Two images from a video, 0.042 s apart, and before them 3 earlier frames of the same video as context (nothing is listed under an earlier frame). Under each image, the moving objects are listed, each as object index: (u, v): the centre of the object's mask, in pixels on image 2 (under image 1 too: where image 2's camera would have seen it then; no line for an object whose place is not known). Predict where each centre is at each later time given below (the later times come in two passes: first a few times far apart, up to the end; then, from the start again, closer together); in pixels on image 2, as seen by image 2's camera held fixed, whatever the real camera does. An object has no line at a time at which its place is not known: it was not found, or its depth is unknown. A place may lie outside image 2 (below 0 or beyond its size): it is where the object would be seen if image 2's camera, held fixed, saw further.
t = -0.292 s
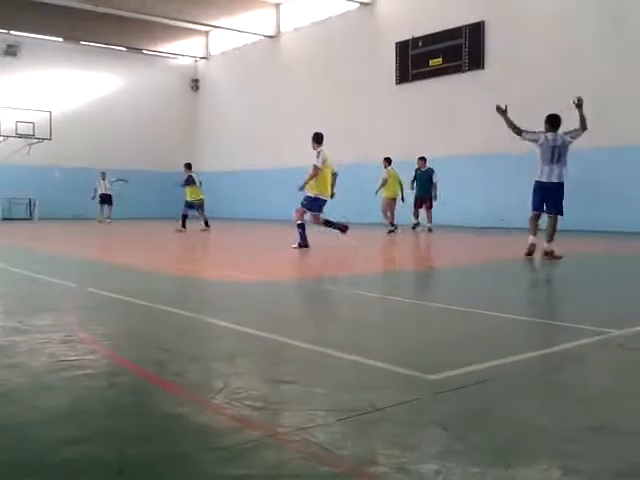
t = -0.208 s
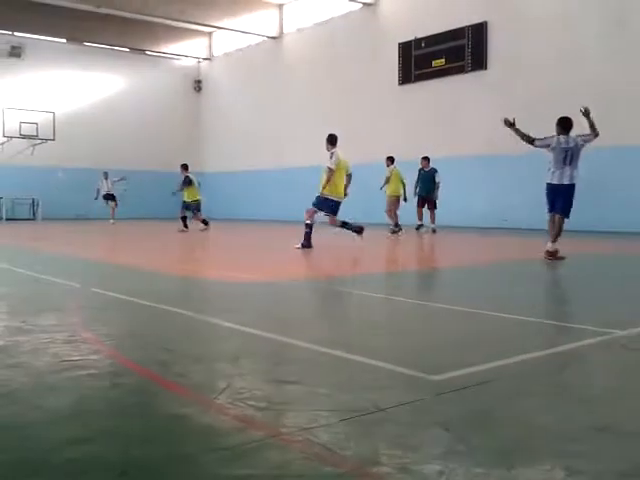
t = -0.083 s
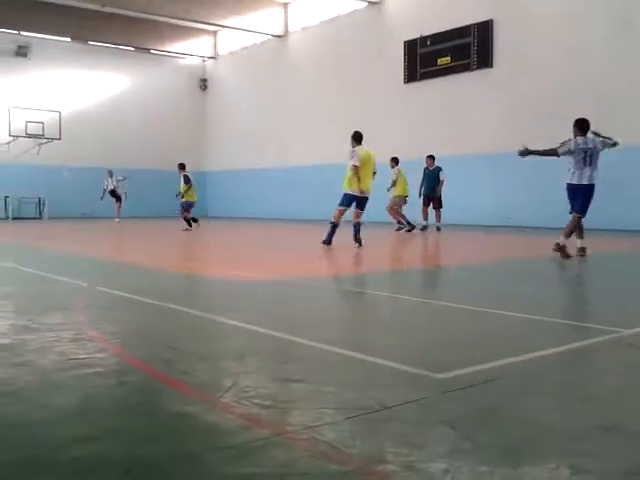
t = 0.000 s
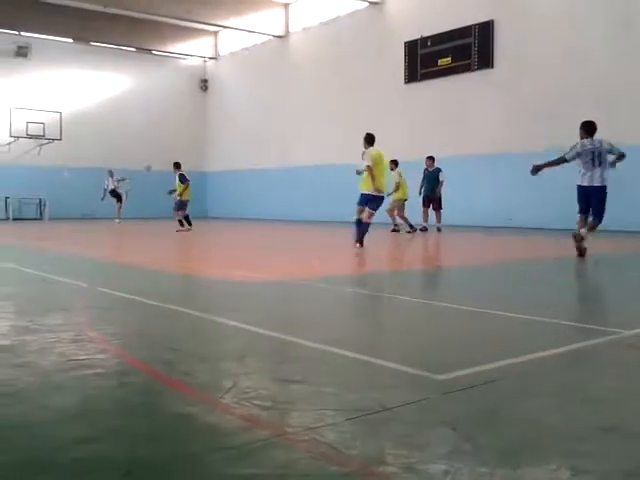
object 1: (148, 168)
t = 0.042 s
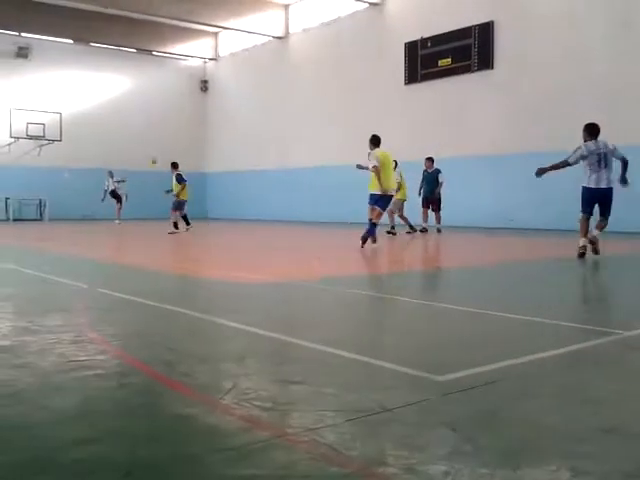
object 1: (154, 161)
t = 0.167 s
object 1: (176, 140)
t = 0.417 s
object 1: (230, 106)
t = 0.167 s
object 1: (176, 140)
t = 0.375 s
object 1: (221, 111)
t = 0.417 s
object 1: (230, 106)
